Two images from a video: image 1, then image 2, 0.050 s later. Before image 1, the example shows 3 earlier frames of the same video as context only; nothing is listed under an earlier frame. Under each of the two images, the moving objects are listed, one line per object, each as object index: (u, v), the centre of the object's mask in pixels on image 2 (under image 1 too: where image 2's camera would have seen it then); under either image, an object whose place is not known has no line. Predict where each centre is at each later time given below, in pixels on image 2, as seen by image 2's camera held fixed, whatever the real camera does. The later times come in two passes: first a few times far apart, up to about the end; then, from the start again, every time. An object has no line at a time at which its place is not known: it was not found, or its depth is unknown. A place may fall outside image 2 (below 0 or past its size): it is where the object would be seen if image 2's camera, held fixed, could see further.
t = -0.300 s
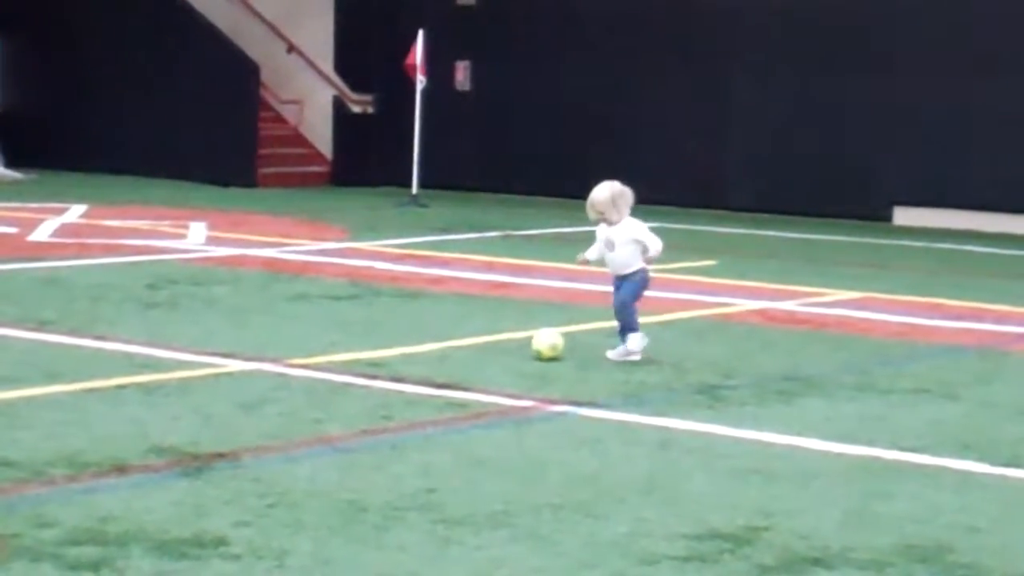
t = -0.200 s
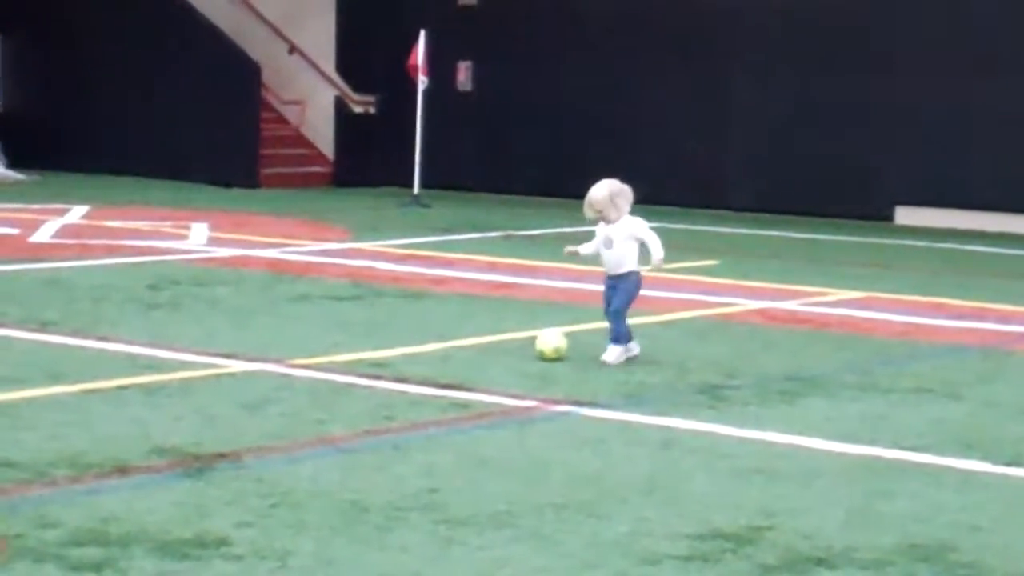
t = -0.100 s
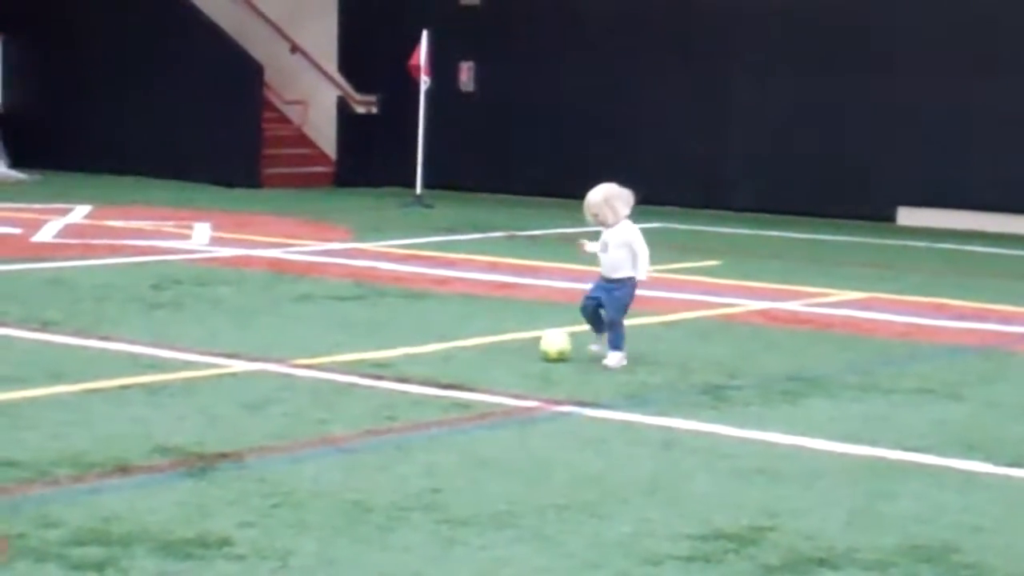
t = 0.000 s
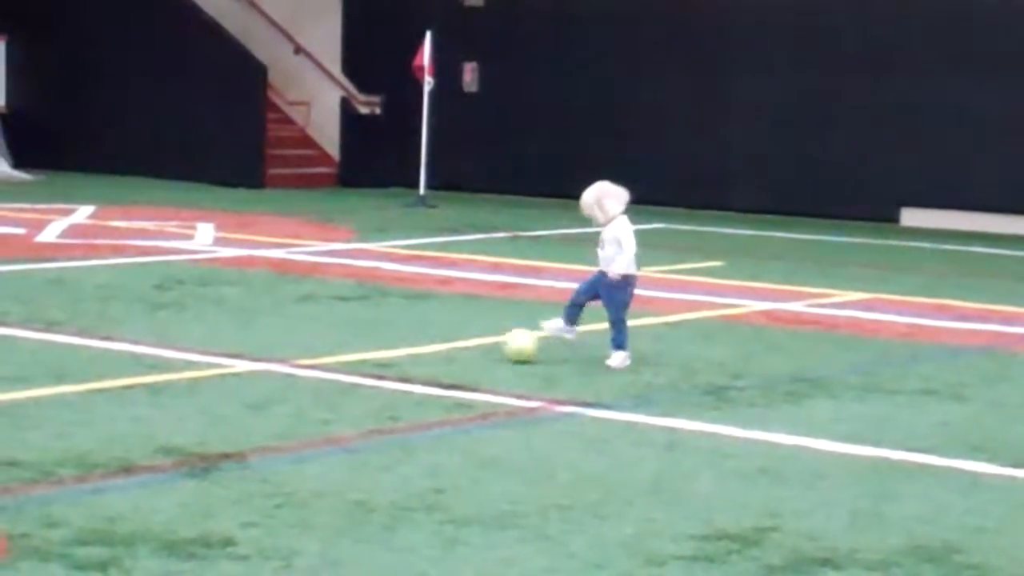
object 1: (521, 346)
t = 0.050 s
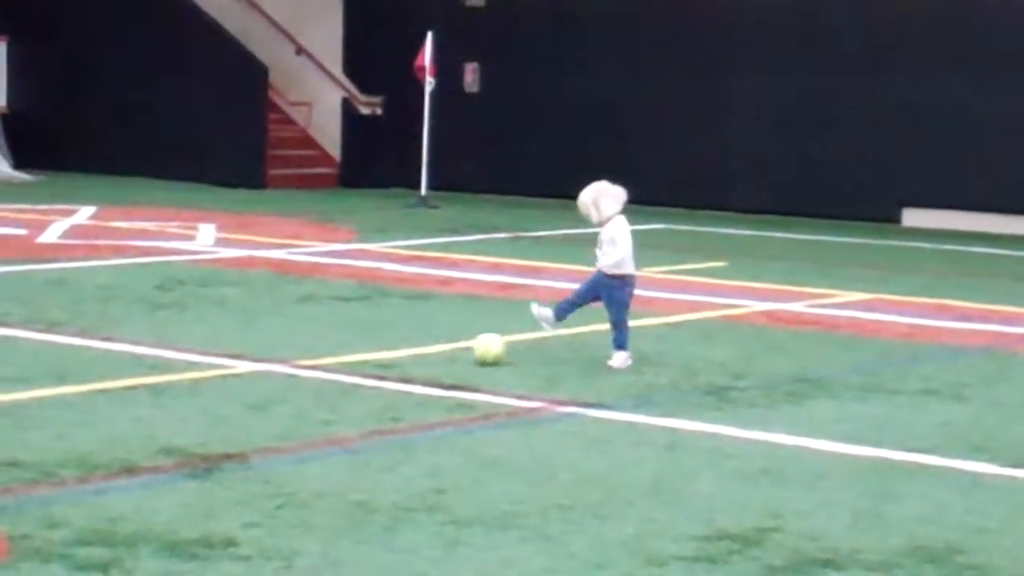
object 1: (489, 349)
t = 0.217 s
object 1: (396, 348)
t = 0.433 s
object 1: (285, 346)
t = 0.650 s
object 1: (181, 347)
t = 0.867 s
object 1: (86, 353)
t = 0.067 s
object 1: (478, 349)
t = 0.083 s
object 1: (469, 348)
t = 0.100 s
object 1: (461, 349)
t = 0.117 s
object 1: (452, 349)
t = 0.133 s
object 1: (442, 349)
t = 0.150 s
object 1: (432, 350)
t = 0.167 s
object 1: (423, 351)
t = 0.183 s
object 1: (414, 349)
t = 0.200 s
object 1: (405, 347)
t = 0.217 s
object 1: (396, 348)
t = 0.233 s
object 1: (387, 347)
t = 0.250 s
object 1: (379, 347)
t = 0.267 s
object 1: (370, 347)
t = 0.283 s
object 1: (362, 347)
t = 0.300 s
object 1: (353, 349)
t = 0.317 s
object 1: (344, 351)
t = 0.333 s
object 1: (335, 352)
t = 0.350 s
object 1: (326, 351)
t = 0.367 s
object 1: (318, 350)
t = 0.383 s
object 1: (309, 349)
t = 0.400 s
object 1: (301, 348)
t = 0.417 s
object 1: (293, 348)
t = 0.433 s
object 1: (285, 346)
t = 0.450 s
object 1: (276, 347)
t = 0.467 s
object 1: (269, 348)
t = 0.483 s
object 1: (261, 350)
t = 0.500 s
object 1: (252, 352)
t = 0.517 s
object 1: (242, 355)
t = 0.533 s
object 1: (234, 355)
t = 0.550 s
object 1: (227, 354)
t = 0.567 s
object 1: (220, 351)
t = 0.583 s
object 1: (212, 349)
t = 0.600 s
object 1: (204, 348)
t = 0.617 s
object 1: (197, 348)
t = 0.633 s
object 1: (189, 346)
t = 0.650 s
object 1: (181, 347)
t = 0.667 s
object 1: (173, 348)
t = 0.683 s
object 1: (166, 349)
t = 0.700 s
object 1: (157, 353)
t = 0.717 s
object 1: (149, 356)
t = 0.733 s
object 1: (142, 360)
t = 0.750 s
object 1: (135, 358)
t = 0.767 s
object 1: (128, 357)
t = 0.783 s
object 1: (121, 355)
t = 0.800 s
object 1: (113, 352)
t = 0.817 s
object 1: (106, 352)
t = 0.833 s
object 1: (99, 352)
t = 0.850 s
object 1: (92, 352)
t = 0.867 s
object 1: (86, 353)
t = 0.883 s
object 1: (78, 353)
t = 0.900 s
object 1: (71, 355)
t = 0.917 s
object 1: (63, 359)
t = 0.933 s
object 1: (56, 362)
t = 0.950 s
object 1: (49, 363)
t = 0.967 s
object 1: (42, 363)
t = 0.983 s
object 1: (36, 362)
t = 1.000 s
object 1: (28, 361)
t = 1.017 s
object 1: (21, 361)
